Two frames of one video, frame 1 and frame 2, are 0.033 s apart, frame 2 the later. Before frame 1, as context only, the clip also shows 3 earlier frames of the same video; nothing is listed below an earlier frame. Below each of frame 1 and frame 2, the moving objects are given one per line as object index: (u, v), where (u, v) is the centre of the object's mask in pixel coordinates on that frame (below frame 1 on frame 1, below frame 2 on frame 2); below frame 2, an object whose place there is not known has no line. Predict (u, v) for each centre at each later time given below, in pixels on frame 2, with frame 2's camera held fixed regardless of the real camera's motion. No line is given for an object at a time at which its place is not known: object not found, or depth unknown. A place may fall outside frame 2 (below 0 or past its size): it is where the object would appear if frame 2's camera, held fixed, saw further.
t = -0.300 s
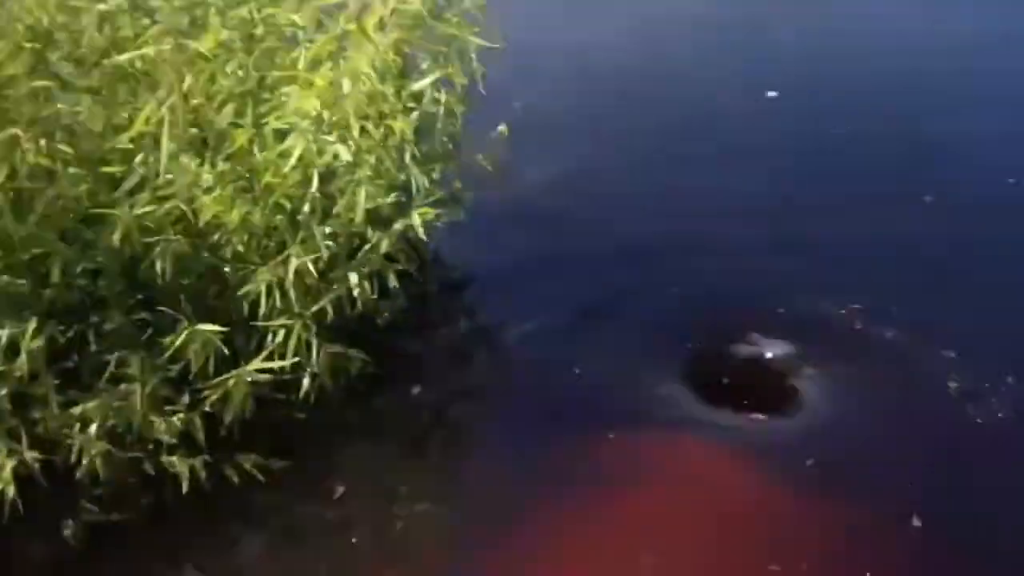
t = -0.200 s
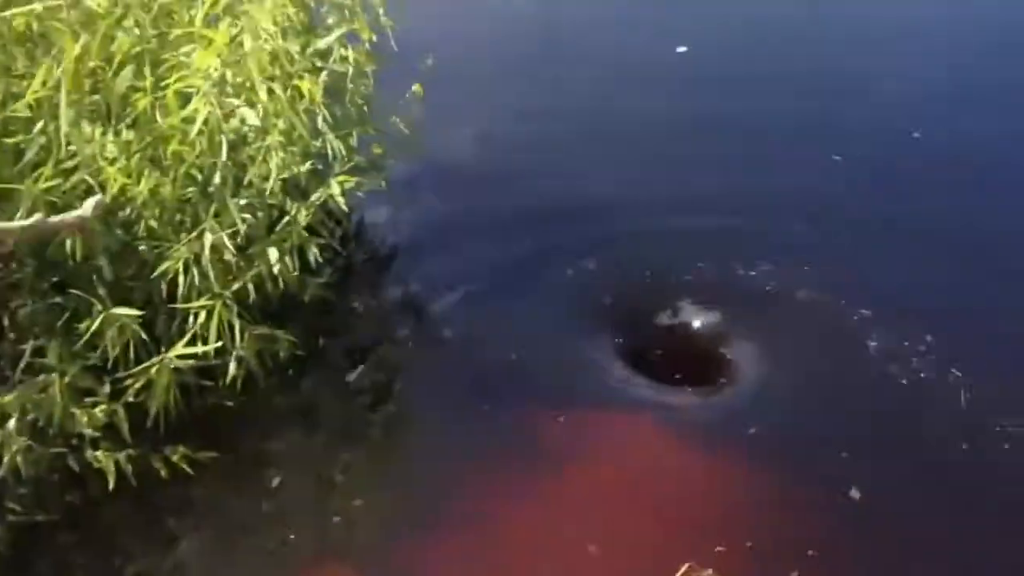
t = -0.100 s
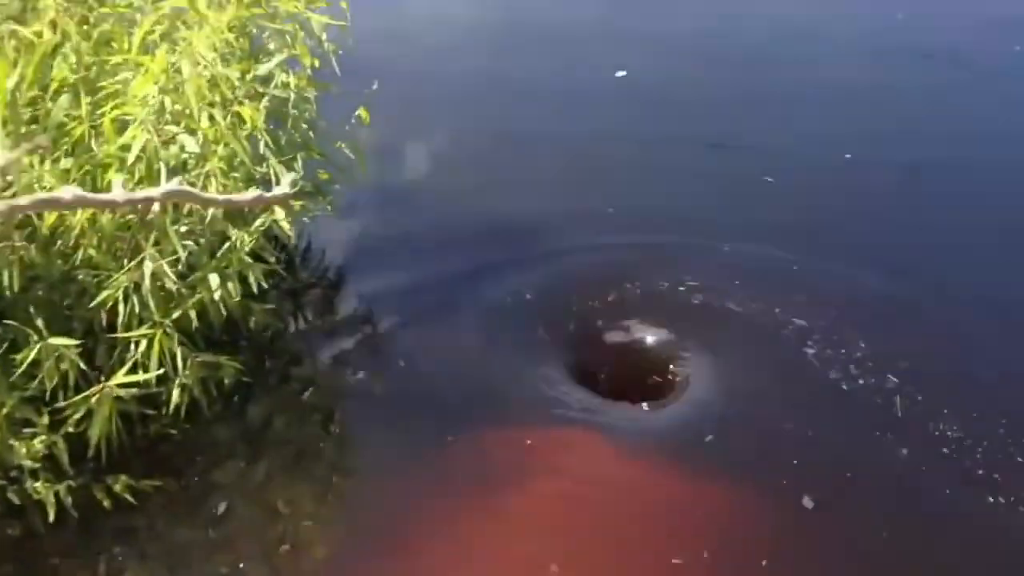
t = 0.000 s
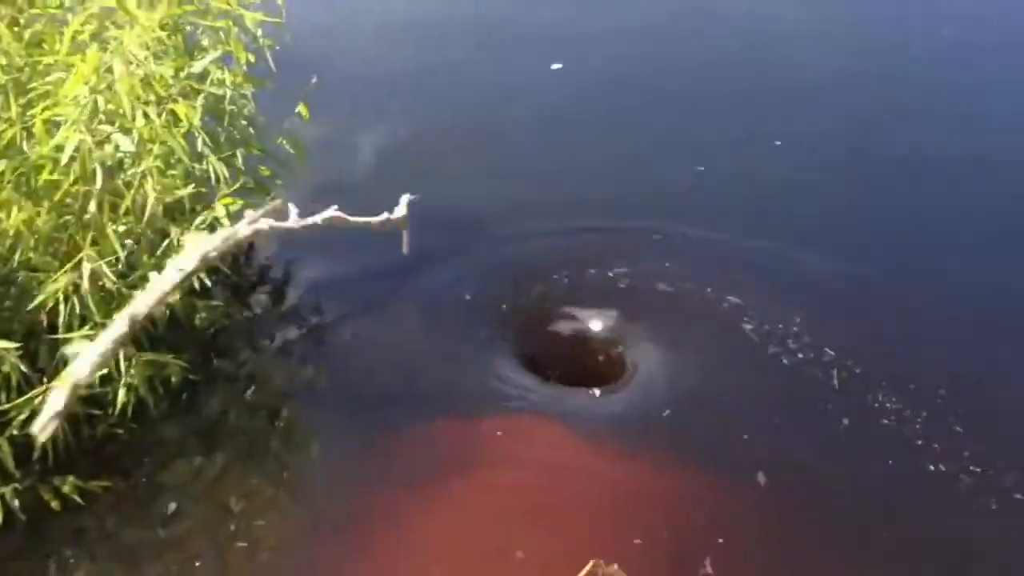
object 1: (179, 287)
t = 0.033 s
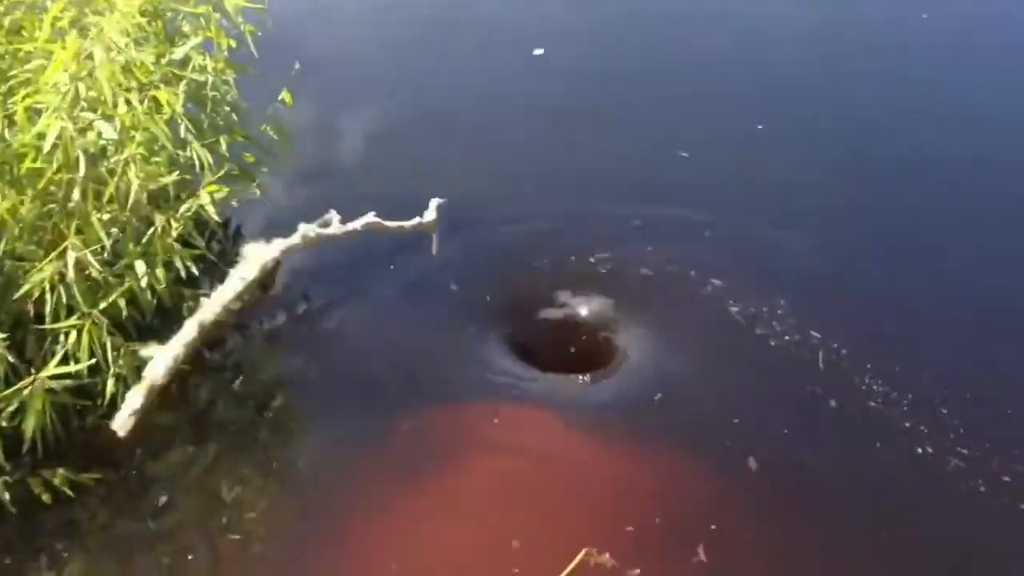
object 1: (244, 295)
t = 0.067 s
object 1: (305, 318)
